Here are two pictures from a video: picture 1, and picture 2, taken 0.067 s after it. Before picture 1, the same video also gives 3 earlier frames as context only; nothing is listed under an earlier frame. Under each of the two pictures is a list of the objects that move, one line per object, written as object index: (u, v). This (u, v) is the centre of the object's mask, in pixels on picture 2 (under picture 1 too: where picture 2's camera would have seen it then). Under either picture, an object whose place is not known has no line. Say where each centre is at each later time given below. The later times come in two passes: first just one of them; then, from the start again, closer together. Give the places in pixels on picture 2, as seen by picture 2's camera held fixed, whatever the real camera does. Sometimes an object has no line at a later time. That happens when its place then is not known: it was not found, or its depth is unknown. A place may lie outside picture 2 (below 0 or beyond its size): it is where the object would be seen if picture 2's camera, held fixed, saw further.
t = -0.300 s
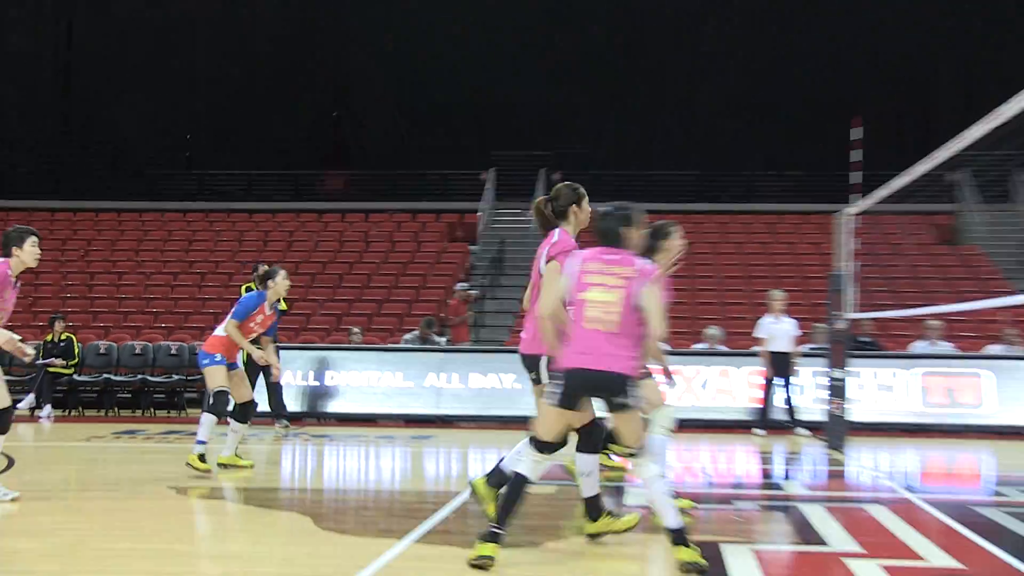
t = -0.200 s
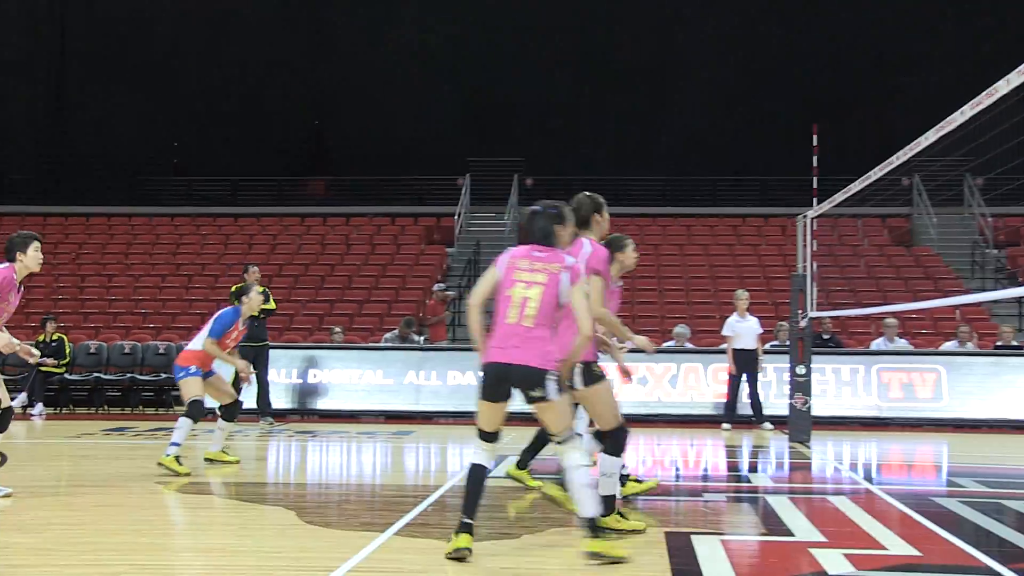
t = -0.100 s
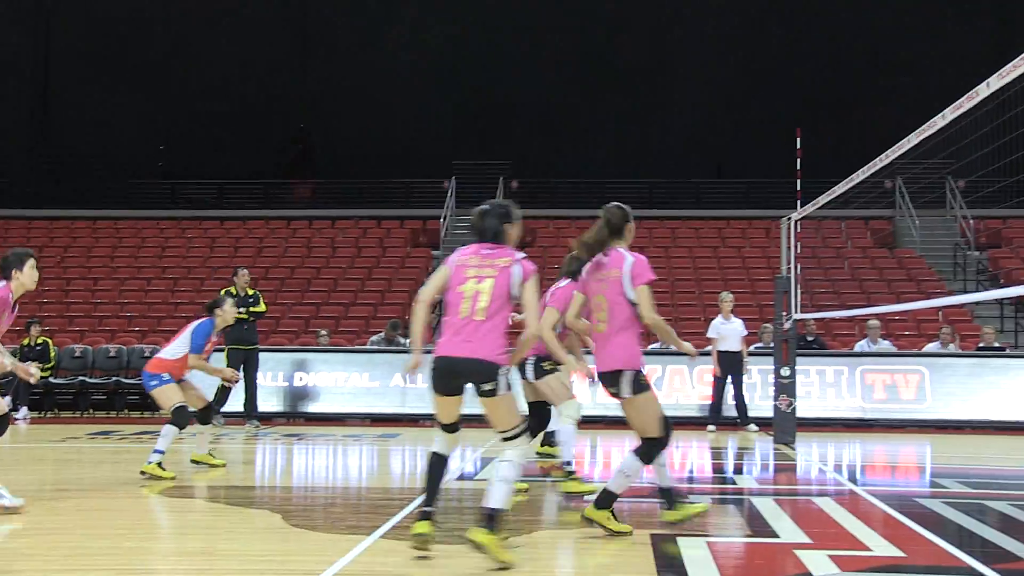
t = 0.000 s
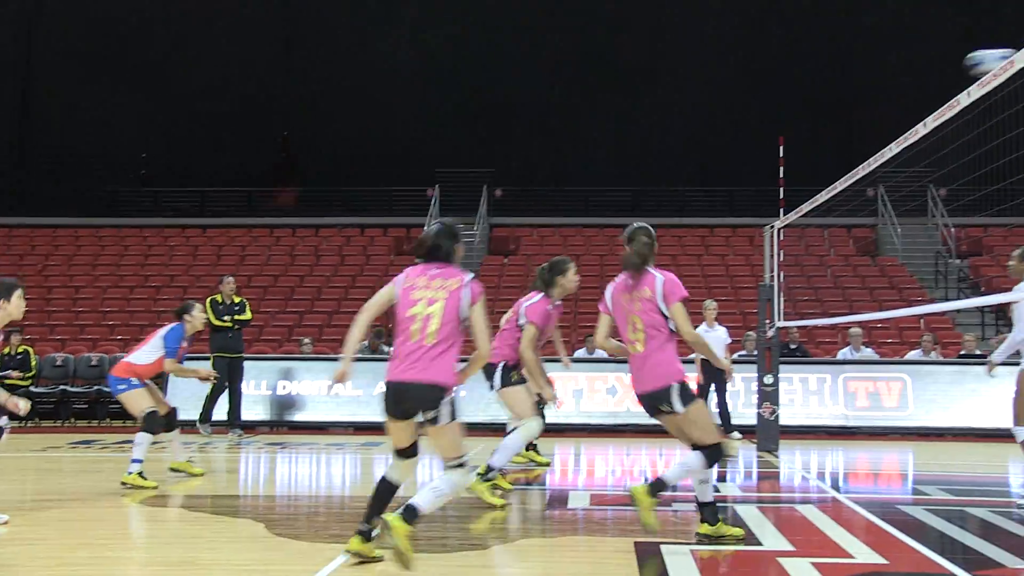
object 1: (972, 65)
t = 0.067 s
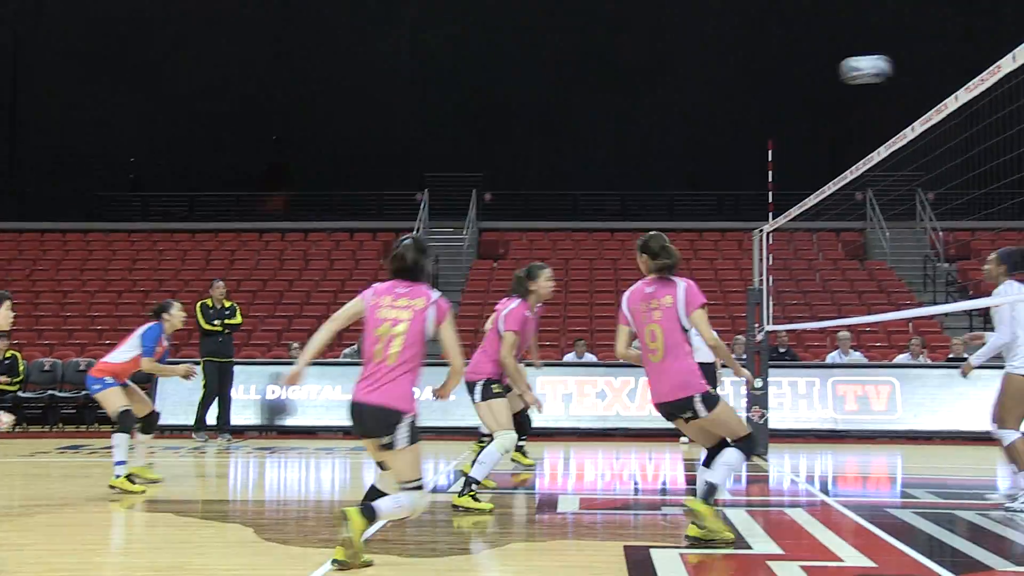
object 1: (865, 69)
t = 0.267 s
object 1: (533, 106)
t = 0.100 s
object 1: (810, 72)
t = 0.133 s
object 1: (754, 76)
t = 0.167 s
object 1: (696, 82)
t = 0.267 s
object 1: (533, 106)
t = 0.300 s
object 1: (481, 117)
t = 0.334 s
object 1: (430, 128)
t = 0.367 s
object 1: (377, 143)
